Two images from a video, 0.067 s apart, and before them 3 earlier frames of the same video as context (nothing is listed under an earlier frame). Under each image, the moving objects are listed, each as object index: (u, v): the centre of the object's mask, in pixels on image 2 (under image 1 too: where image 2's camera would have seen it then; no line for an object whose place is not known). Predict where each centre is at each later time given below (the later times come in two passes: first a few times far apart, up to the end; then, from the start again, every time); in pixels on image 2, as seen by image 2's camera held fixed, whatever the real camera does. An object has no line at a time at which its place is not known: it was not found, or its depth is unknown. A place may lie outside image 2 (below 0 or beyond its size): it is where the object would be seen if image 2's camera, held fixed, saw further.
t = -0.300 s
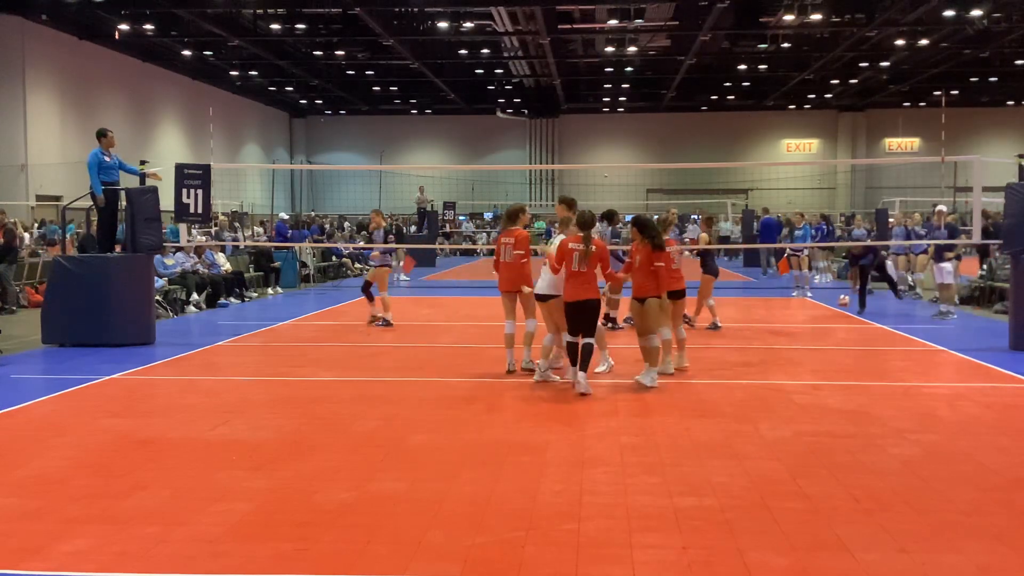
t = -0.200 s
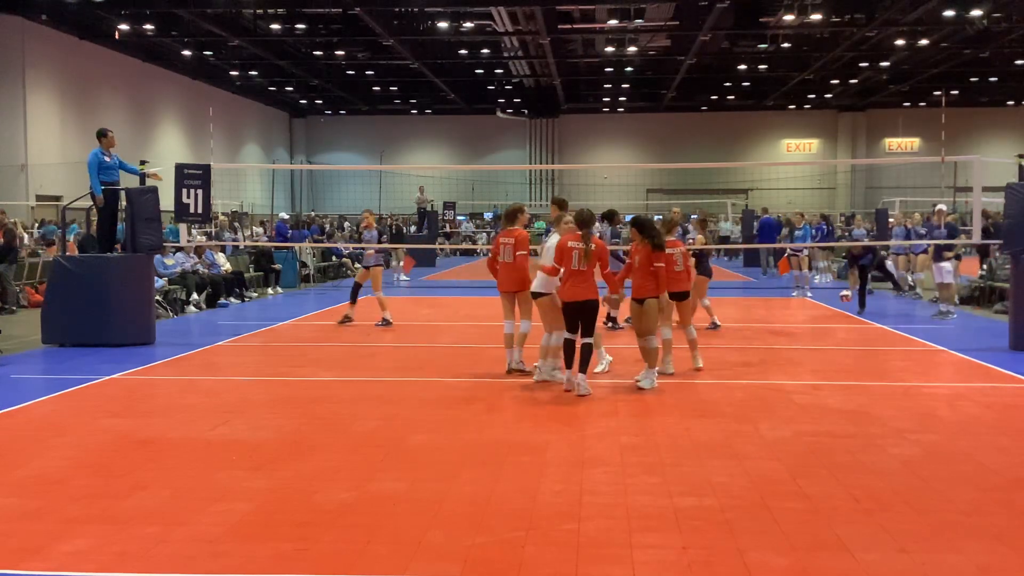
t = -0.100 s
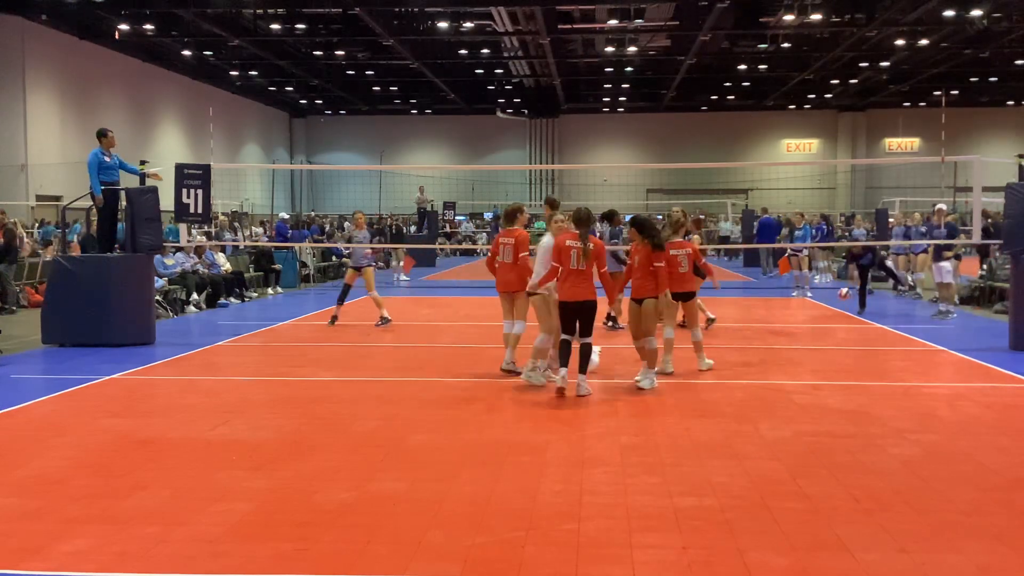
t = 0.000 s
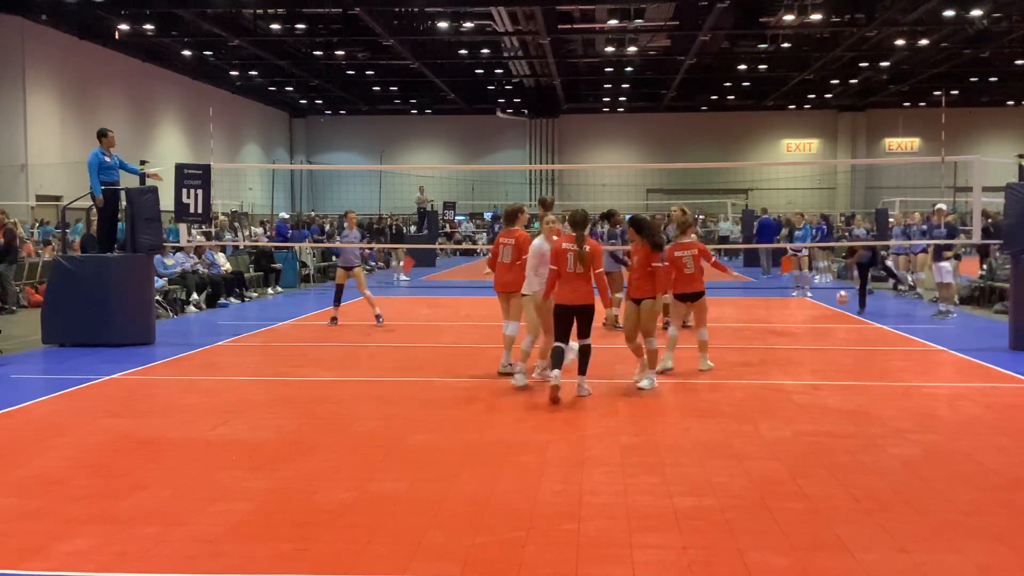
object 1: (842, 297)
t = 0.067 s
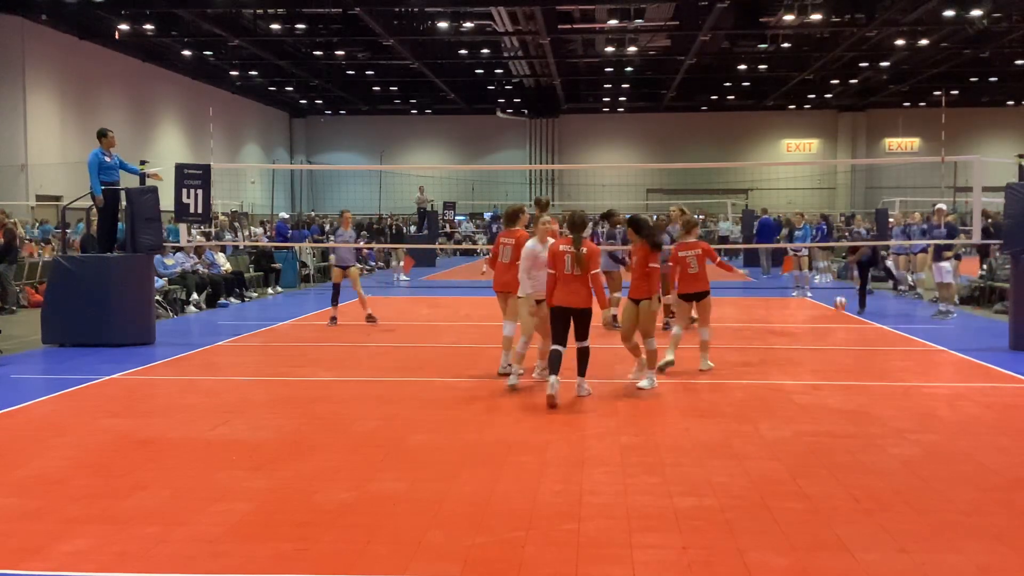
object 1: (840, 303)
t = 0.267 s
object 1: (835, 314)
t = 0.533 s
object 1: (830, 323)
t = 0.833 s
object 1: (825, 334)
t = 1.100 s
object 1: (820, 350)
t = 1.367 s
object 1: (815, 357)
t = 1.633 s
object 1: (808, 373)
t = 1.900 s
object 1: (801, 386)
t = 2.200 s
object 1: (794, 407)
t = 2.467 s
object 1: (785, 429)
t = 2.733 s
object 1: (775, 454)
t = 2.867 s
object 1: (768, 469)
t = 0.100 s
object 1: (838, 308)
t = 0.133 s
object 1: (838, 312)
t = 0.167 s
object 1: (837, 318)
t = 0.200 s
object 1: (836, 319)
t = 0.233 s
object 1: (836, 316)
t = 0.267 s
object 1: (835, 314)
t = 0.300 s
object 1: (835, 312)
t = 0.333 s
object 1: (834, 311)
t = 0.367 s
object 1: (834, 311)
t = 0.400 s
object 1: (833, 312)
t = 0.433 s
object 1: (832, 314)
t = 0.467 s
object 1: (832, 315)
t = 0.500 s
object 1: (831, 319)
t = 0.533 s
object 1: (830, 323)
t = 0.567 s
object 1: (830, 328)
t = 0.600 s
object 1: (829, 332)
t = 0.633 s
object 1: (828, 330)
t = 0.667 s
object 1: (828, 328)
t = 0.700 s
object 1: (827, 328)
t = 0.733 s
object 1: (827, 328)
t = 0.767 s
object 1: (826, 328)
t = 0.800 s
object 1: (826, 331)
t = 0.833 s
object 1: (825, 334)
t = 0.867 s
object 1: (824, 338)
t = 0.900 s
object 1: (824, 342)
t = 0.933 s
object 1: (823, 341)
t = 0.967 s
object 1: (823, 341)
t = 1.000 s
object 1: (822, 342)
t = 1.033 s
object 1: (821, 343)
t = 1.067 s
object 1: (821, 345)
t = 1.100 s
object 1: (820, 350)
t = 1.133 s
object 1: (819, 351)
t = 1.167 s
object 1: (818, 350)
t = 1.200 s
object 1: (818, 350)
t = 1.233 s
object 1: (818, 352)
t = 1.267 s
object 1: (817, 356)
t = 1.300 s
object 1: (816, 357)
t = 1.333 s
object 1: (815, 357)
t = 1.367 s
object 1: (815, 357)
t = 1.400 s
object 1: (814, 358)
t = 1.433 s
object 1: (813, 361)
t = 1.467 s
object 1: (812, 365)
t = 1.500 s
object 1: (811, 365)
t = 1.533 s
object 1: (811, 366)
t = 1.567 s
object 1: (810, 367)
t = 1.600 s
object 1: (809, 372)
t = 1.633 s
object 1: (808, 373)
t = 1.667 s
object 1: (808, 374)
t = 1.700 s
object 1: (807, 374)
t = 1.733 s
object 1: (807, 376)
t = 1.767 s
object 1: (805, 380)
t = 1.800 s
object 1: (804, 382)
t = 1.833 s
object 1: (803, 383)
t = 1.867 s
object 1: (803, 384)
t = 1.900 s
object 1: (801, 386)
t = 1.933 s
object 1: (800, 390)
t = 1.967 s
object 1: (799, 391)
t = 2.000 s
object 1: (799, 394)
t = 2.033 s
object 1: (798, 396)
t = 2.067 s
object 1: (797, 398)
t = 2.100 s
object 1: (796, 400)
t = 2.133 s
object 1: (795, 402)
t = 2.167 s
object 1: (794, 405)
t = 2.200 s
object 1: (794, 407)
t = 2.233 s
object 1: (793, 410)
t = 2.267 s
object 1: (792, 412)
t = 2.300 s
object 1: (791, 415)
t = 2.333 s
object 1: (790, 417)
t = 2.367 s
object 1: (789, 420)
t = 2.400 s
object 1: (787, 423)
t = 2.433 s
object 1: (787, 426)
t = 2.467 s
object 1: (785, 429)
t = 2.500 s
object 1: (784, 432)
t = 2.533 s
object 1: (783, 435)
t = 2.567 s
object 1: (782, 438)
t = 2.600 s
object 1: (780, 441)
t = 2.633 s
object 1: (779, 444)
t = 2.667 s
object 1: (777, 447)
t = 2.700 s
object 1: (776, 451)
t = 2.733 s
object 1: (775, 454)
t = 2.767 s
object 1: (773, 458)
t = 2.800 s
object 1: (771, 462)
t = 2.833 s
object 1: (769, 465)
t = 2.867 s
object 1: (768, 469)
